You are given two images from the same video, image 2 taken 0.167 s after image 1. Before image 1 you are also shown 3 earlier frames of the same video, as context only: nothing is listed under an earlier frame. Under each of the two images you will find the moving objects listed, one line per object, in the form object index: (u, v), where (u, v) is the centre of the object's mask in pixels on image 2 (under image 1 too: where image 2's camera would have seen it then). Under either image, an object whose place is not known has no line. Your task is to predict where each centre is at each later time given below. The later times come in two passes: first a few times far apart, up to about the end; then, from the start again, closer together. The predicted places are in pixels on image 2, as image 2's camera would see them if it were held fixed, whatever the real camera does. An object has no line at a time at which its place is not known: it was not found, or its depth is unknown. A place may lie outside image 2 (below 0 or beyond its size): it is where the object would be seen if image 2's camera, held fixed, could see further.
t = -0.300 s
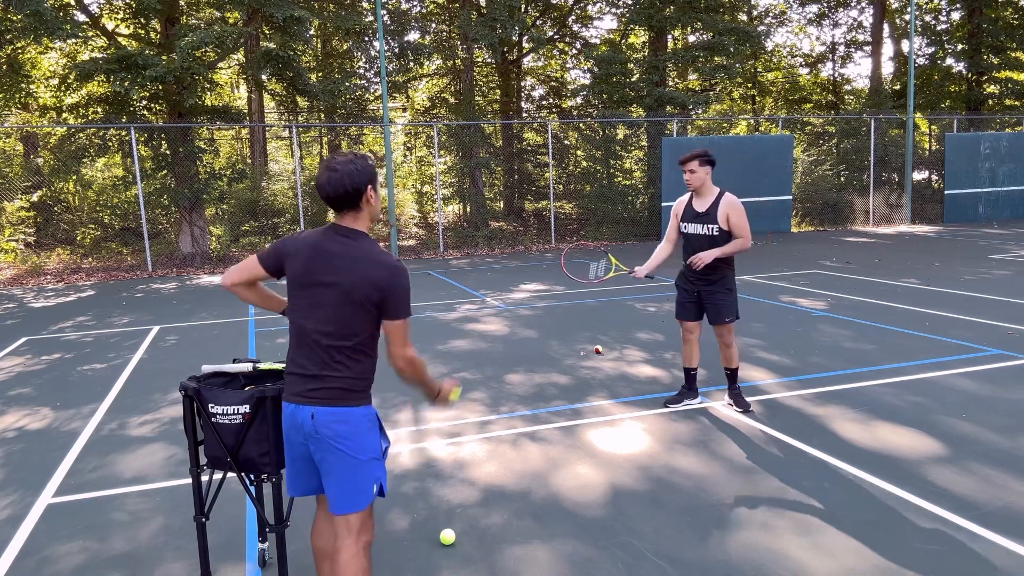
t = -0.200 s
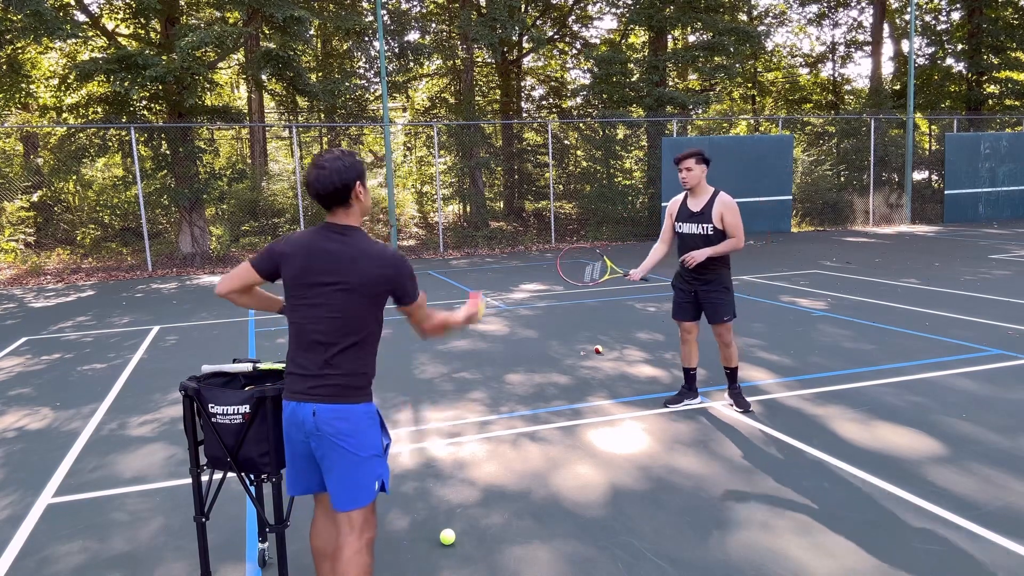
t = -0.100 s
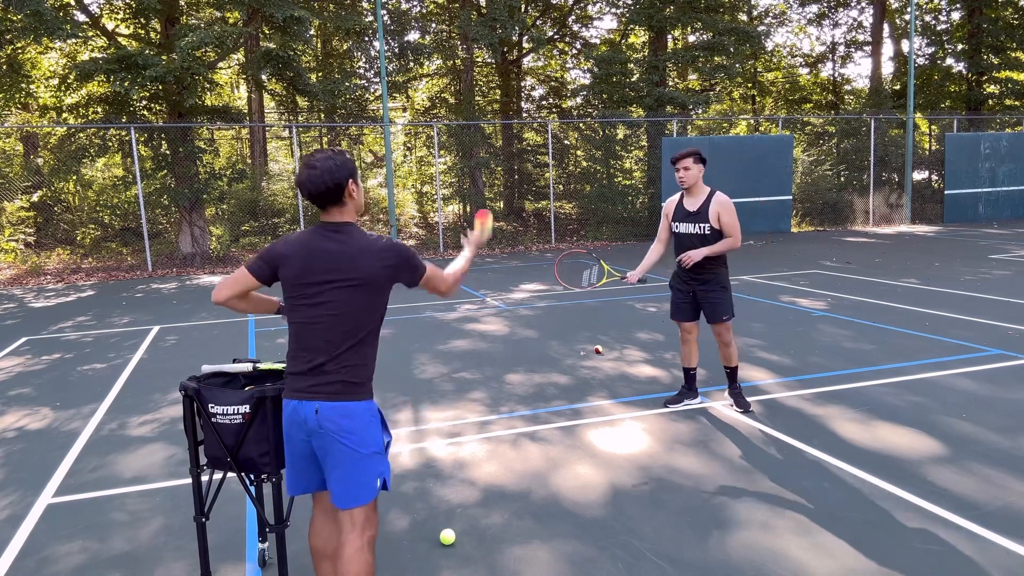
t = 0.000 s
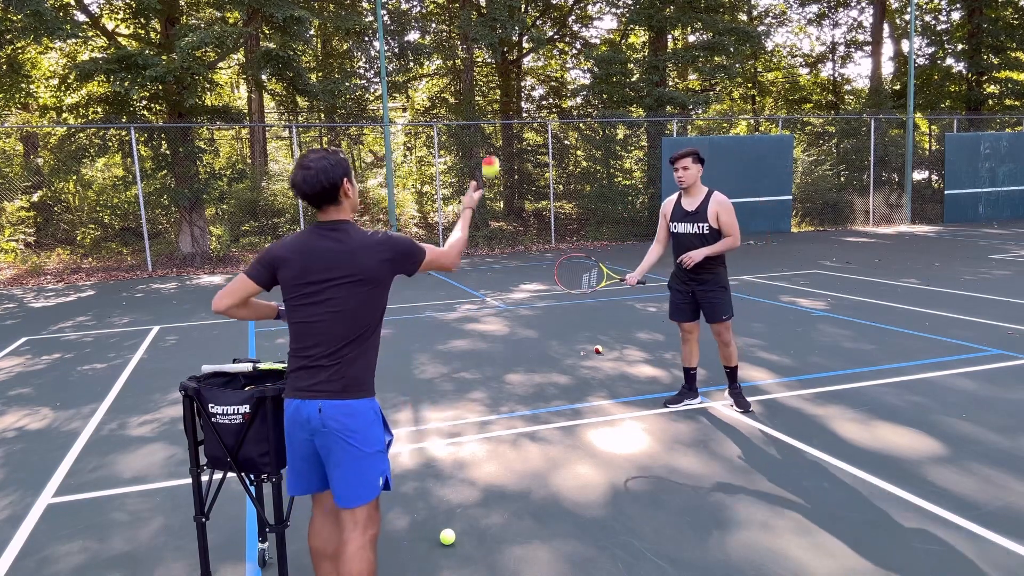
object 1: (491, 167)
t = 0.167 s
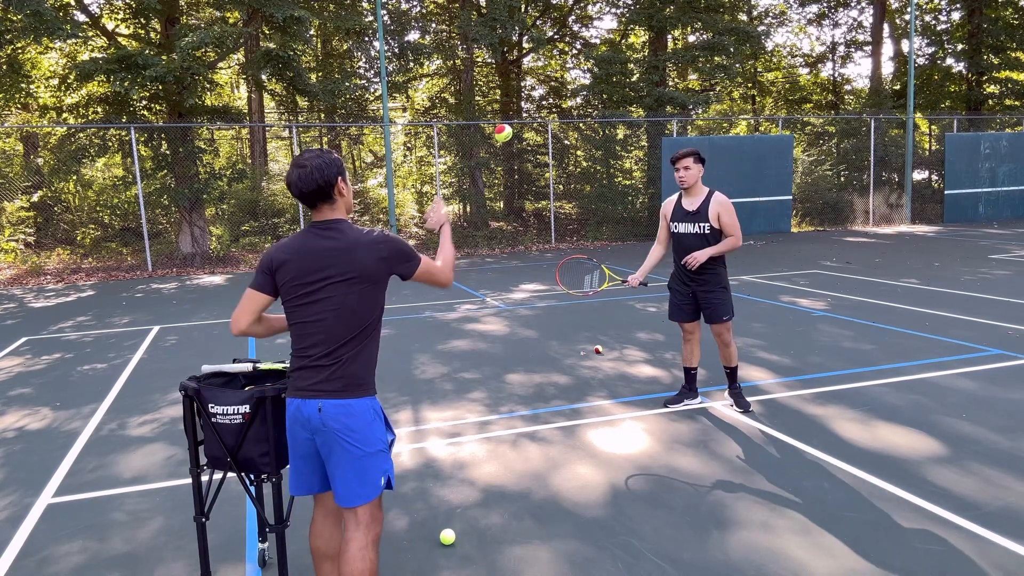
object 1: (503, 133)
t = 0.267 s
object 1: (511, 144)
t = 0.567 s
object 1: (536, 284)
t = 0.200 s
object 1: (506, 134)
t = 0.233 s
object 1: (508, 138)
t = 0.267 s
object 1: (511, 144)
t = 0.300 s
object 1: (514, 152)
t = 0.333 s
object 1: (517, 162)
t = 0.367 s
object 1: (520, 174)
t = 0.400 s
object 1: (522, 189)
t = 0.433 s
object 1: (525, 205)
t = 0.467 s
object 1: (528, 223)
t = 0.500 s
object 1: (531, 242)
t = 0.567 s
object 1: (536, 284)
